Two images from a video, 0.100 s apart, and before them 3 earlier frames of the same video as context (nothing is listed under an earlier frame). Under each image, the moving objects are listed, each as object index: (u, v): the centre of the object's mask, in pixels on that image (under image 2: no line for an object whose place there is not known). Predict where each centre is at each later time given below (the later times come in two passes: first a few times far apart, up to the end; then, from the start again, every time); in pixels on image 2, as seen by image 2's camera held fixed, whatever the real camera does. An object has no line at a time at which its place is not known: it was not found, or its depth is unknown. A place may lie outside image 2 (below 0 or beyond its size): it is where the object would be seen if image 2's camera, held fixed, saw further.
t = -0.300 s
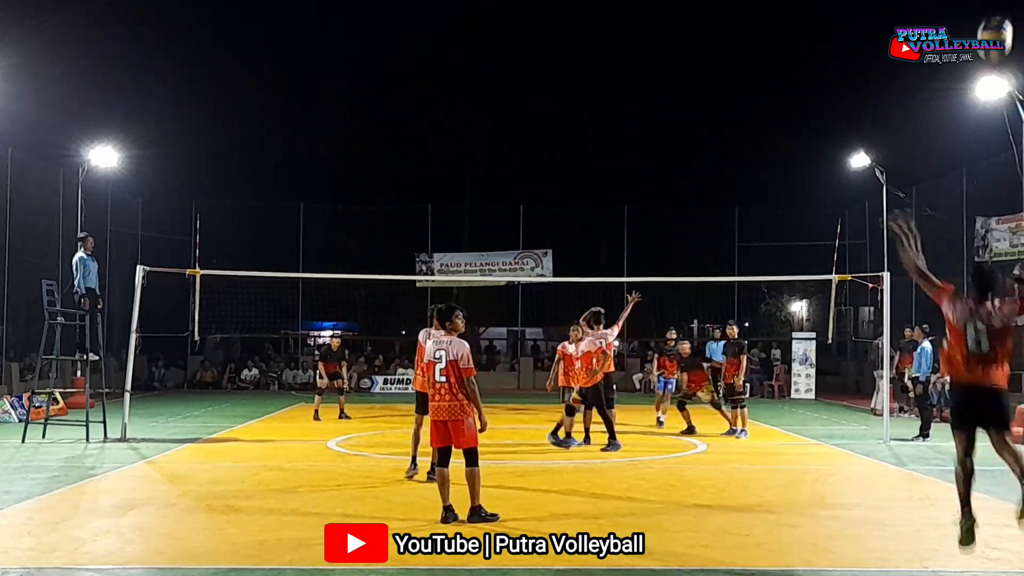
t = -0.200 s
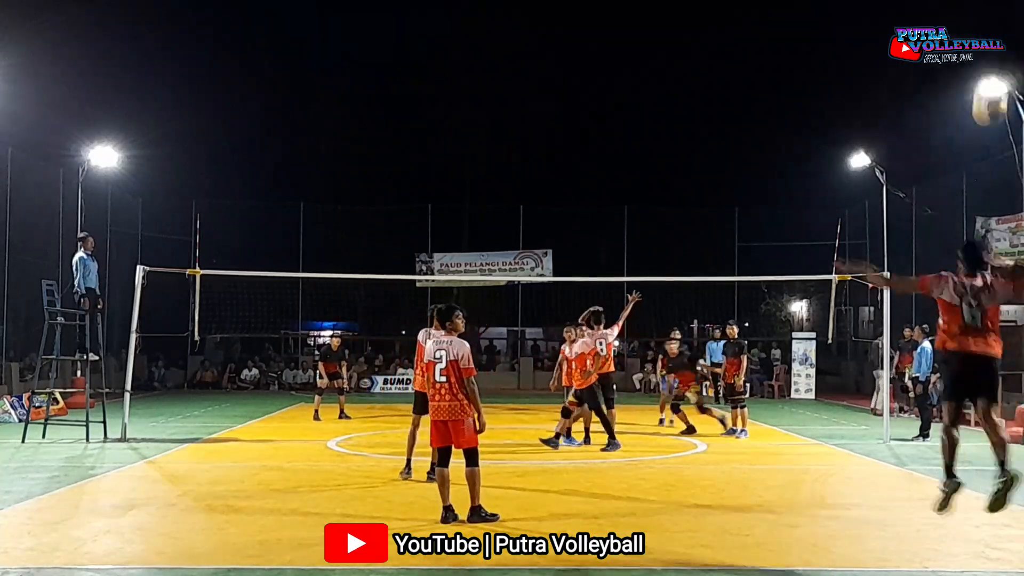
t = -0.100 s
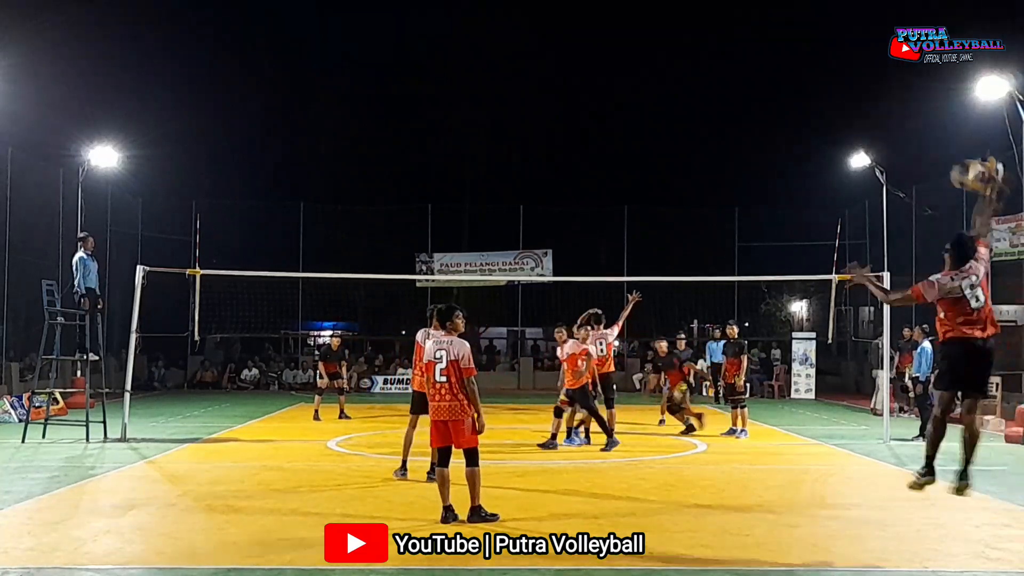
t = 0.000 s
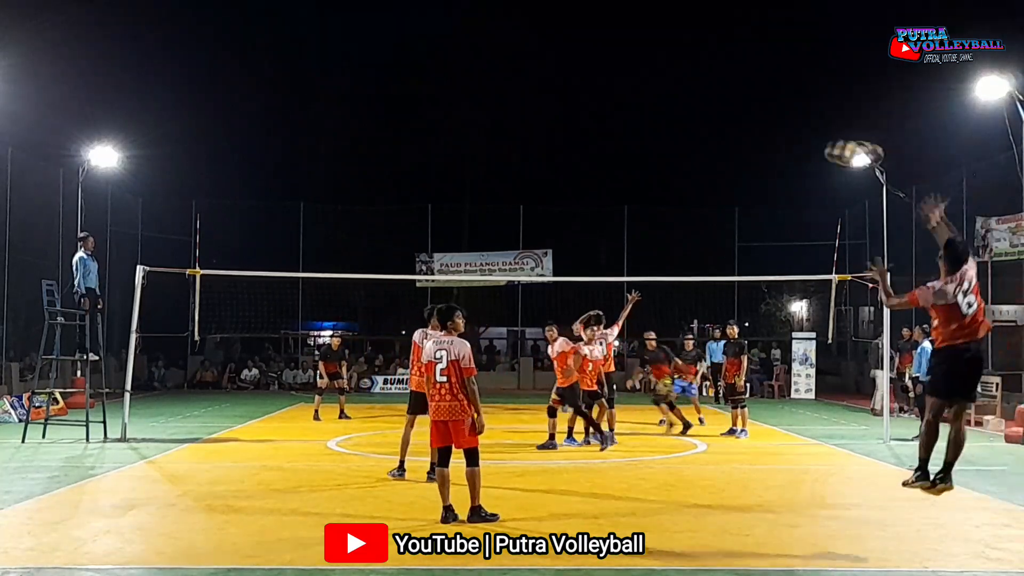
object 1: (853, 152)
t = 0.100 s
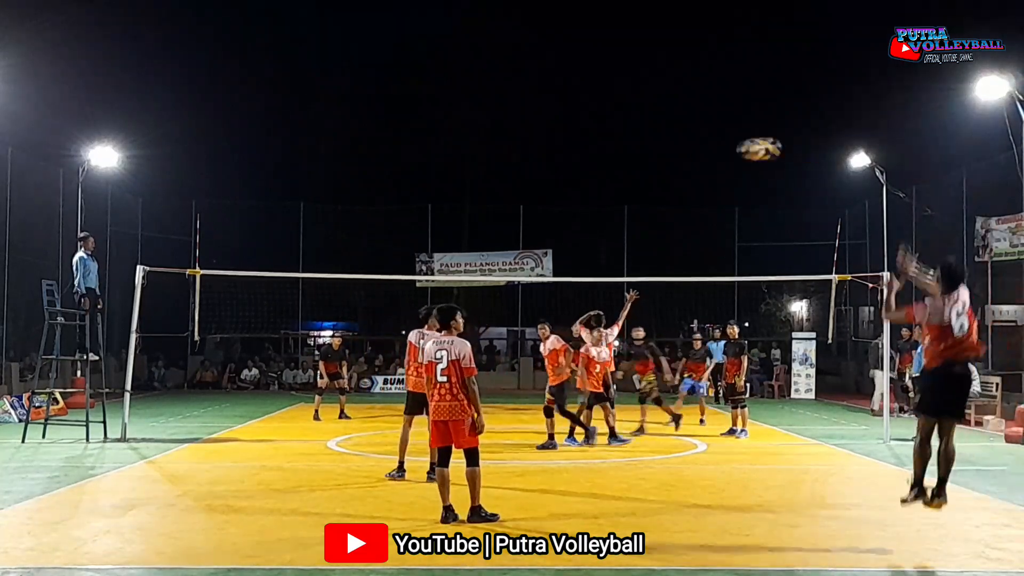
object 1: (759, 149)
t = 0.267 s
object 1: (651, 172)
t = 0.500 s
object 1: (554, 235)
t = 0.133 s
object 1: (733, 152)
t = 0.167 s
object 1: (710, 155)
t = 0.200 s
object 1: (689, 160)
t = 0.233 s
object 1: (670, 165)
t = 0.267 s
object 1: (651, 172)
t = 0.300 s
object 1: (635, 179)
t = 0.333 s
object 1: (619, 187)
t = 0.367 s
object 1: (604, 196)
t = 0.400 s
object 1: (591, 205)
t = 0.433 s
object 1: (578, 214)
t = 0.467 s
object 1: (566, 224)
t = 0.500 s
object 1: (554, 235)
